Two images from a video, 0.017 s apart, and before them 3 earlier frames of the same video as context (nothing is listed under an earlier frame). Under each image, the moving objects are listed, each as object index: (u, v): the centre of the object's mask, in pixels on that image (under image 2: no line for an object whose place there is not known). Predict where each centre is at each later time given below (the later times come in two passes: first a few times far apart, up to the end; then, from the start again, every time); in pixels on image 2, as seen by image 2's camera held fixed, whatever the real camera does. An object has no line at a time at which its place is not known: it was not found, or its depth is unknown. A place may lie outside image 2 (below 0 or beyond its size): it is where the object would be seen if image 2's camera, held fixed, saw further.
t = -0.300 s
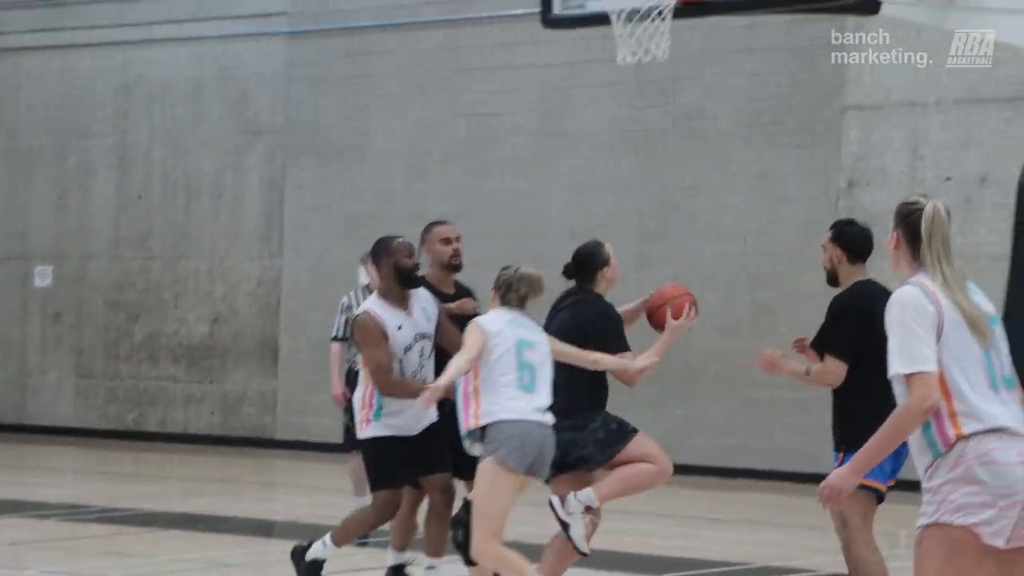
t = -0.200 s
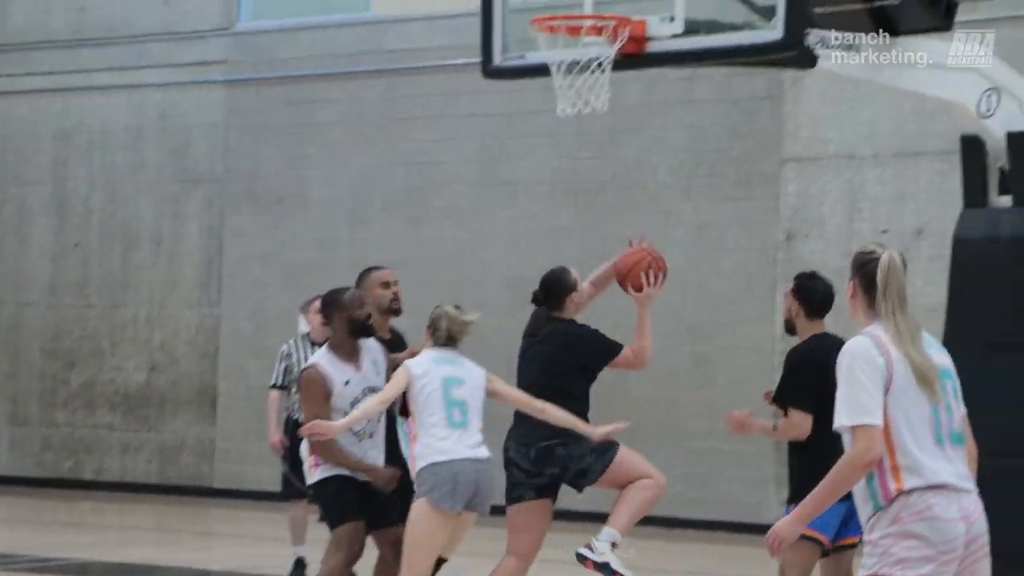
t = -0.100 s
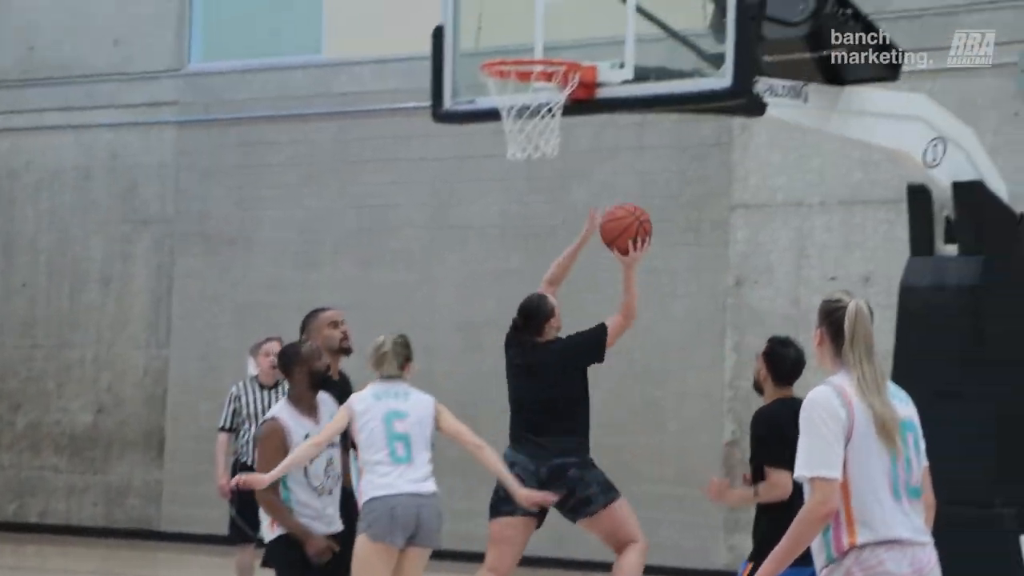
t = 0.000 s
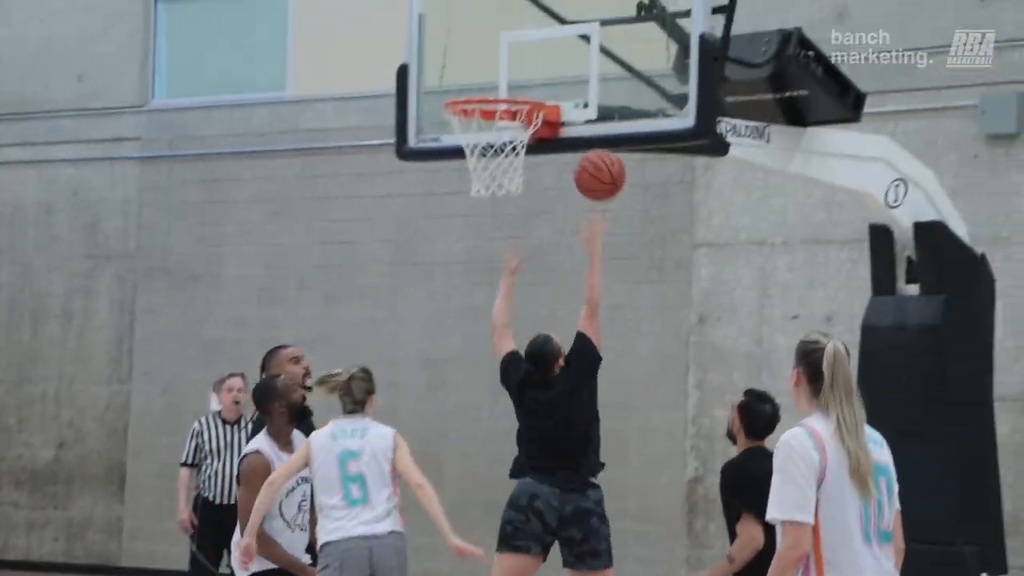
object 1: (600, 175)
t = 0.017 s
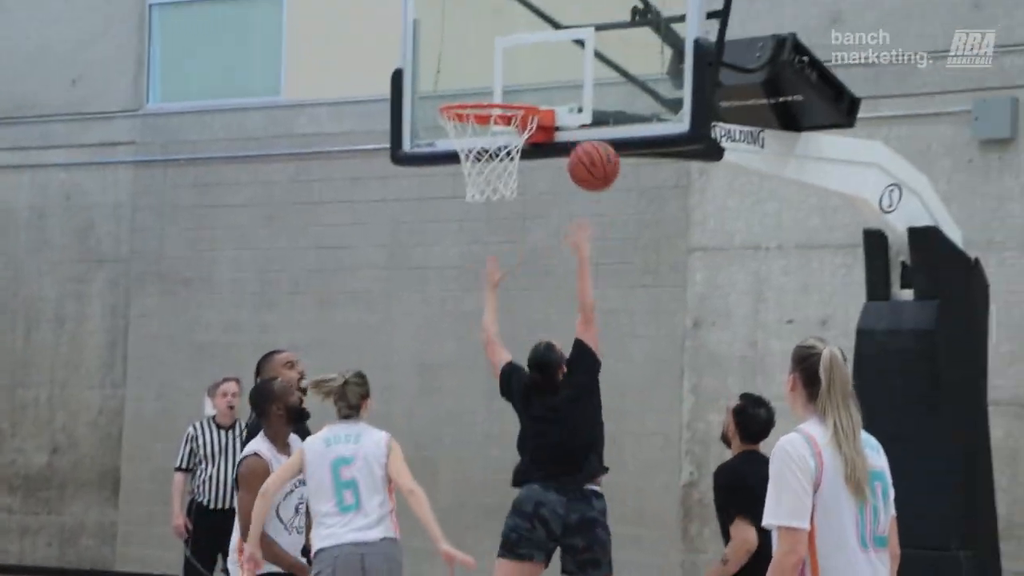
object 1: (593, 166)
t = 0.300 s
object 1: (552, 36)
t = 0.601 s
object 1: (480, 85)
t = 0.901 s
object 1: (470, 144)
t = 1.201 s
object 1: (479, 197)
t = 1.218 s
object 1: (480, 205)
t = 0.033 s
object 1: (593, 152)
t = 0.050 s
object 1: (592, 139)
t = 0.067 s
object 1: (591, 127)
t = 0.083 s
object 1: (591, 114)
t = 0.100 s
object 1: (590, 103)
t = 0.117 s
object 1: (589, 93)
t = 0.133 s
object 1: (588, 83)
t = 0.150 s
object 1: (587, 74)
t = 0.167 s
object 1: (586, 65)
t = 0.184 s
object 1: (584, 59)
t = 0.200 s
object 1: (580, 54)
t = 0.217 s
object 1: (575, 50)
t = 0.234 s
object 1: (570, 46)
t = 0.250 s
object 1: (566, 42)
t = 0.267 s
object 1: (561, 39)
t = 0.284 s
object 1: (557, 37)
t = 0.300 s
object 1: (552, 36)
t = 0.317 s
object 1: (548, 34)
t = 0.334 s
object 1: (543, 34)
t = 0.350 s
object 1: (538, 34)
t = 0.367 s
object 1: (534, 34)
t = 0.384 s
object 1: (530, 35)
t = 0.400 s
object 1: (525, 37)
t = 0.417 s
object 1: (520, 39)
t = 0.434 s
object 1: (515, 42)
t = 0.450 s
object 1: (511, 45)
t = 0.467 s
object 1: (506, 49)
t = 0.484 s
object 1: (501, 54)
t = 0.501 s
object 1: (496, 59)
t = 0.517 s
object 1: (491, 65)
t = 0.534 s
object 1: (487, 71)
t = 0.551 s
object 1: (481, 78)
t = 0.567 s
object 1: (477, 83)
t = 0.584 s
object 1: (476, 86)
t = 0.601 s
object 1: (480, 85)
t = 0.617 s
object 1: (483, 86)
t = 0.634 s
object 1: (487, 87)
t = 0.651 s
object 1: (490, 88)
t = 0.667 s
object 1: (494, 89)
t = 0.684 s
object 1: (496, 101)
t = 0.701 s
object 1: (500, 103)
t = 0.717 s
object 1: (503, 110)
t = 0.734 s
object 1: (504, 113)
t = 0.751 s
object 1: (502, 115)
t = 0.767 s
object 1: (498, 115)
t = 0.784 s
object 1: (495, 118)
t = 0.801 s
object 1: (491, 124)
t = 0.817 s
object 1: (488, 125)
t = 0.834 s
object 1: (483, 128)
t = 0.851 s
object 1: (479, 132)
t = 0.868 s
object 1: (476, 135)
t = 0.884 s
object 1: (472, 141)
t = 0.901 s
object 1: (470, 144)
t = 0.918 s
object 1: (468, 146)
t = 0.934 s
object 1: (467, 146)
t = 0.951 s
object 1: (467, 145)
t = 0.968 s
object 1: (467, 145)
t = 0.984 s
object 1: (467, 145)
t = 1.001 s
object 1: (468, 146)
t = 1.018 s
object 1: (469, 148)
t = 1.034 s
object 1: (469, 150)
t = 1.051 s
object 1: (470, 152)
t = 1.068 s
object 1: (471, 154)
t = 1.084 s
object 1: (471, 157)
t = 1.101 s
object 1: (472, 161)
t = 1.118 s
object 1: (473, 165)
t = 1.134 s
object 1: (474, 170)
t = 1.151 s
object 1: (475, 176)
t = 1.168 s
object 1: (477, 183)
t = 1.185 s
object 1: (478, 190)
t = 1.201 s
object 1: (479, 197)
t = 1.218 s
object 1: (480, 205)
